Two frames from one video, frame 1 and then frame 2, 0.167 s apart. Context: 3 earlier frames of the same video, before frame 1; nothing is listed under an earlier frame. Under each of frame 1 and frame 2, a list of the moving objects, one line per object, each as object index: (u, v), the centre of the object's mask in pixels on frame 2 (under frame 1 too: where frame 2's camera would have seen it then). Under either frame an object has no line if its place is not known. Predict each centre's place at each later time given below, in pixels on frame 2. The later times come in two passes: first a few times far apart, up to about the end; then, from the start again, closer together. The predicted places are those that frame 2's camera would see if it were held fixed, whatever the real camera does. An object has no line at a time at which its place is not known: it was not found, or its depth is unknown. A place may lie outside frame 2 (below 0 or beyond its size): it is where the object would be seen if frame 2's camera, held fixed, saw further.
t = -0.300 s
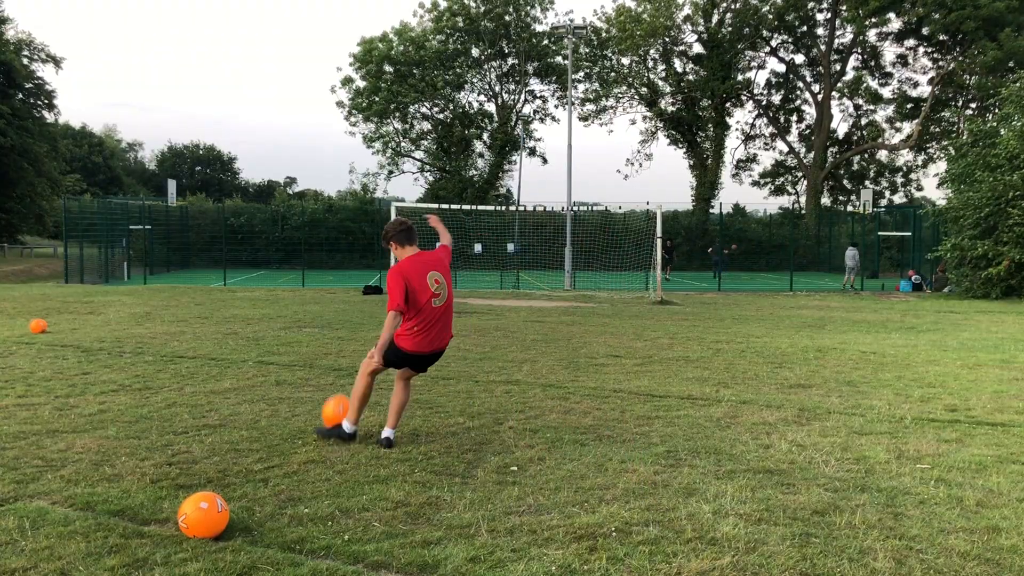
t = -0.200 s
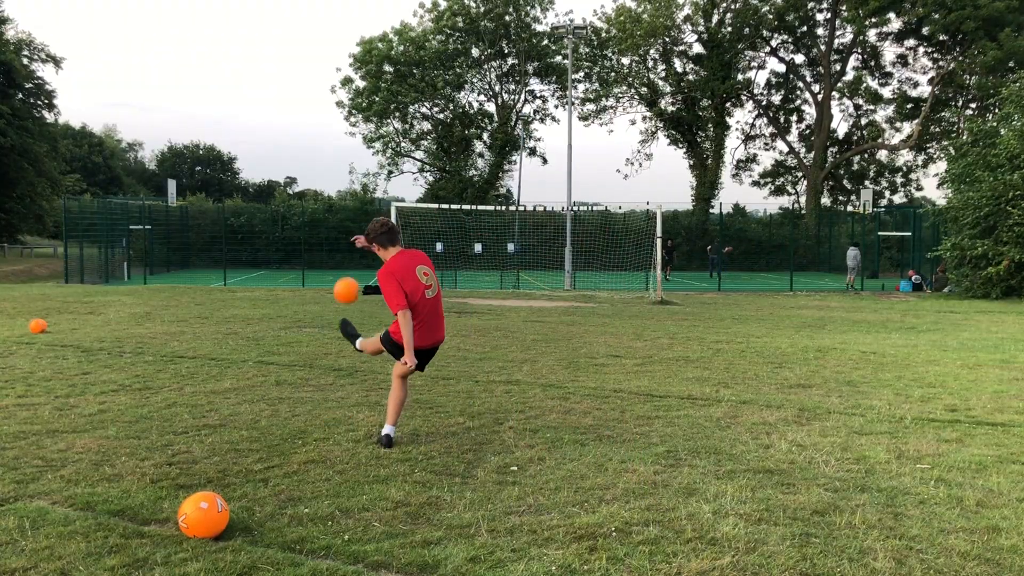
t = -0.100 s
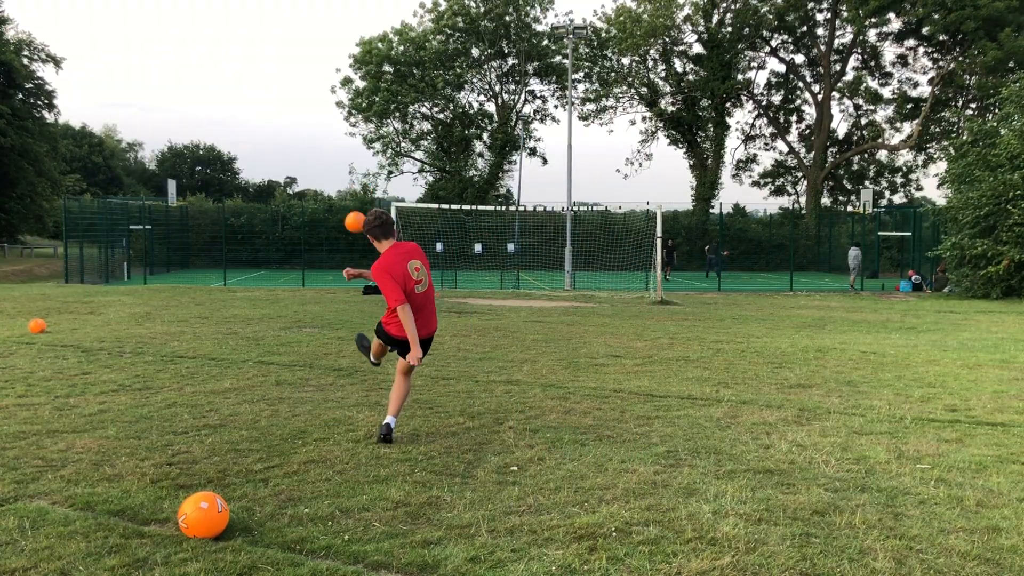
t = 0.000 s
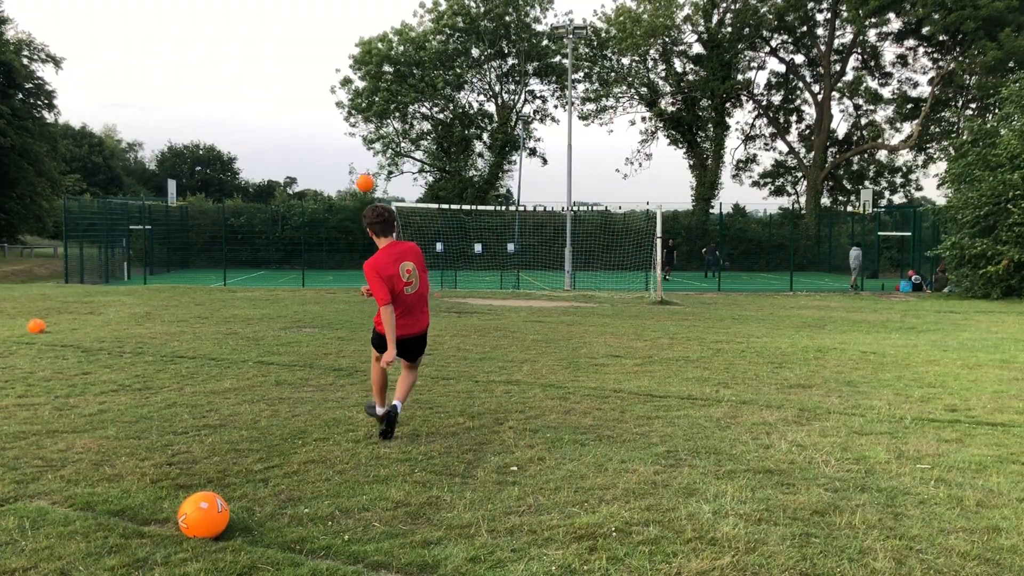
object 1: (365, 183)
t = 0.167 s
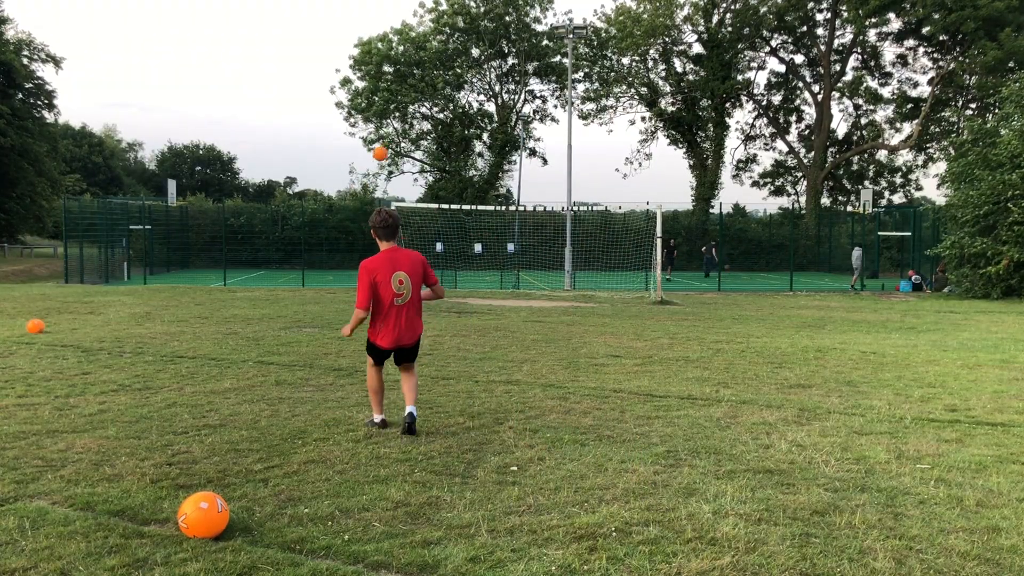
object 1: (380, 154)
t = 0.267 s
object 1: (388, 149)
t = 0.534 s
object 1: (410, 164)
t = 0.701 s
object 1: (422, 184)
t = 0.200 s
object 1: (382, 151)
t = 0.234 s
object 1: (386, 150)
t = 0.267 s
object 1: (388, 149)
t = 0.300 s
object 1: (391, 149)
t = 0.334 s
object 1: (395, 150)
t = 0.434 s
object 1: (403, 155)
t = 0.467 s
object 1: (405, 157)
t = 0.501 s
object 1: (408, 160)
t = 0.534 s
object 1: (410, 164)
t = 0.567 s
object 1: (413, 167)
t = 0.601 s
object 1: (415, 171)
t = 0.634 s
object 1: (418, 175)
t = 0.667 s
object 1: (420, 180)
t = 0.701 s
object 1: (422, 184)
